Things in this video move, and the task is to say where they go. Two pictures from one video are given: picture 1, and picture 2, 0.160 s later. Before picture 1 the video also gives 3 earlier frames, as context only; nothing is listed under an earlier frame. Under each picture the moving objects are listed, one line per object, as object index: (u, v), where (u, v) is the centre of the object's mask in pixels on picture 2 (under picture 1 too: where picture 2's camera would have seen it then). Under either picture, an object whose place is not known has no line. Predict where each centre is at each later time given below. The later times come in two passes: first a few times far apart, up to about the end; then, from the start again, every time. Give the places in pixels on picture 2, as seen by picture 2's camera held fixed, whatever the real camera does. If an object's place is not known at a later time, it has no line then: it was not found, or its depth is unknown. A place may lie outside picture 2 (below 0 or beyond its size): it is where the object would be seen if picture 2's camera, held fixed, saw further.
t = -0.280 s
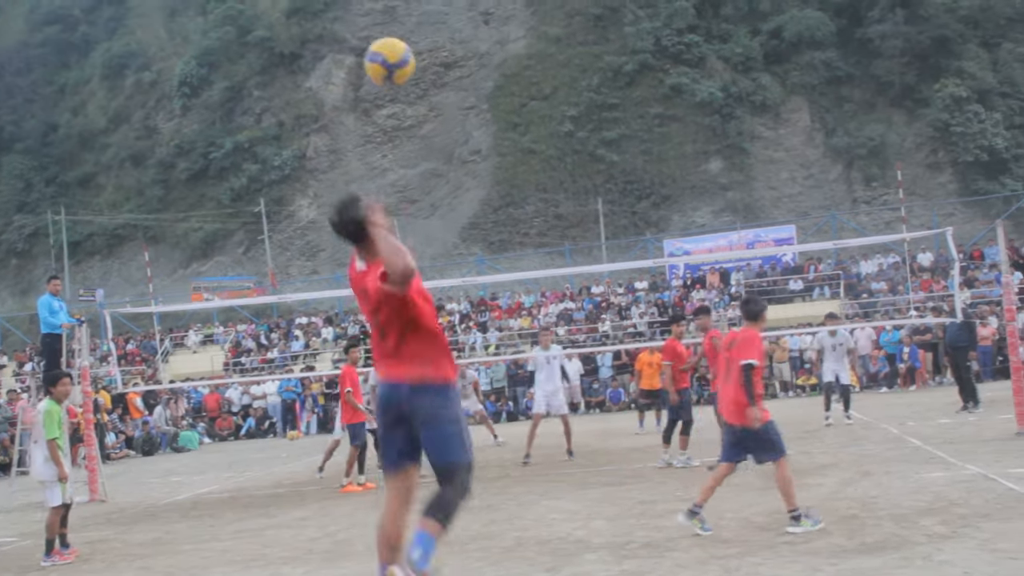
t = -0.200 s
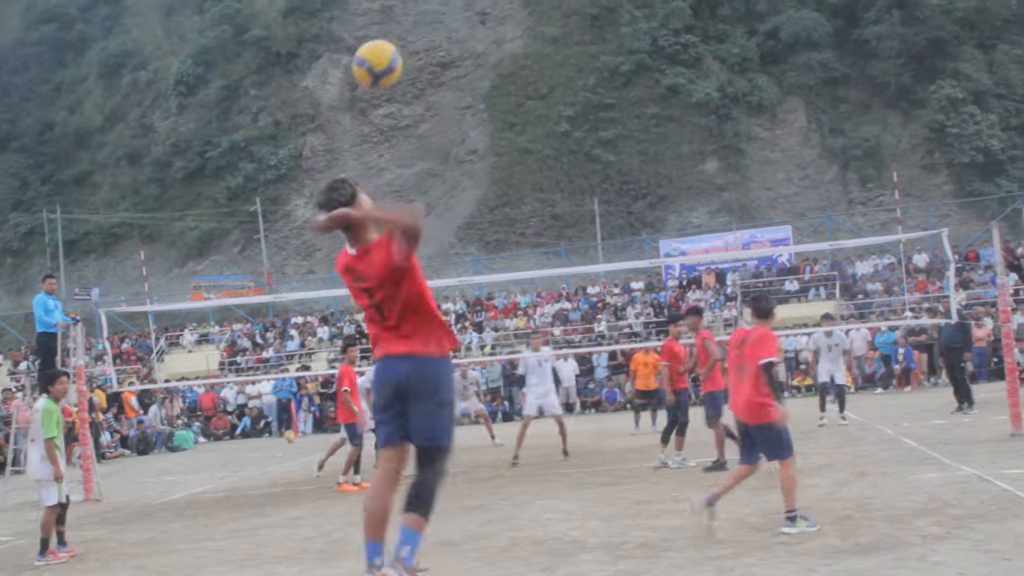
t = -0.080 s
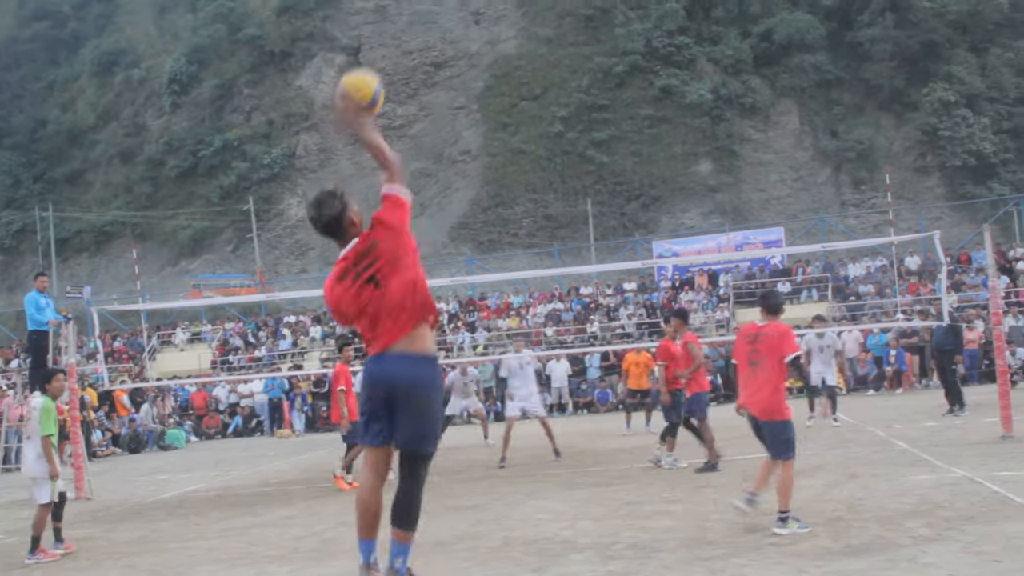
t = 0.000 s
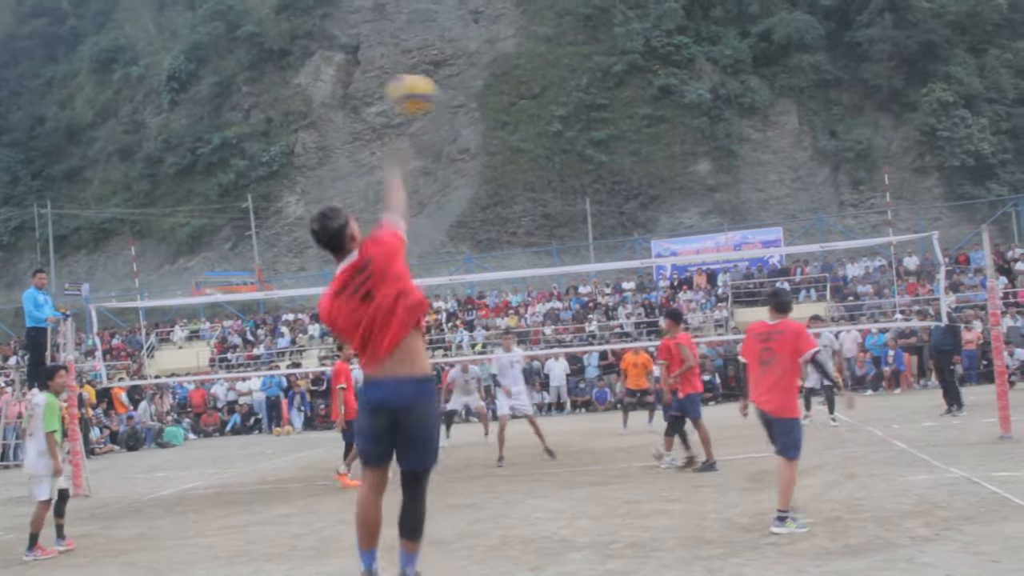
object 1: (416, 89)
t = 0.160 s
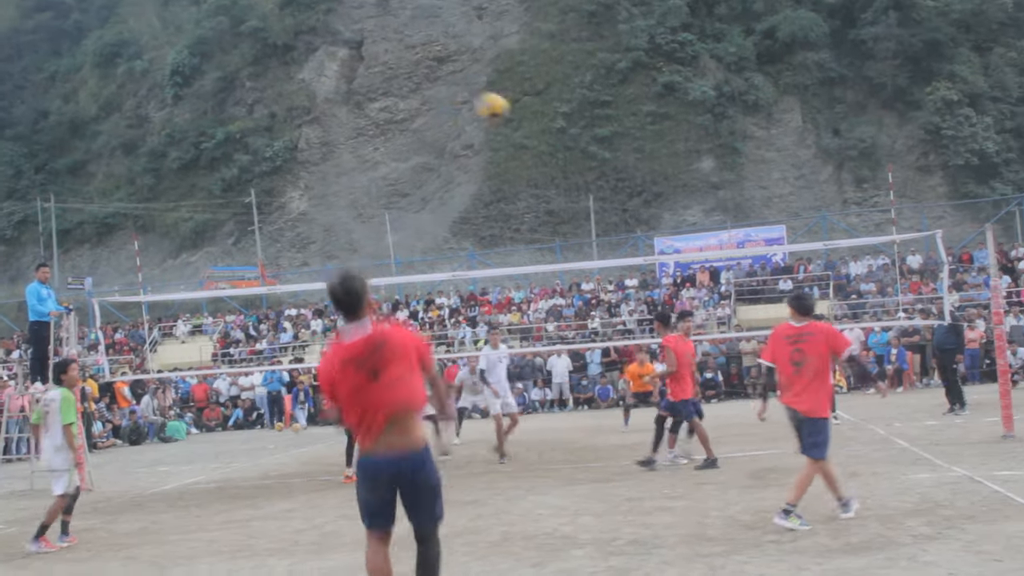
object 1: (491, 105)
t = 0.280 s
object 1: (528, 131)
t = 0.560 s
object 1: (575, 205)
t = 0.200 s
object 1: (504, 114)
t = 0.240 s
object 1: (518, 123)
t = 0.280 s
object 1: (528, 131)
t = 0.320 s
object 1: (537, 140)
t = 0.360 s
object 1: (545, 150)
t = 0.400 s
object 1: (552, 161)
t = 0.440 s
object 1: (558, 173)
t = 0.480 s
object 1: (565, 184)
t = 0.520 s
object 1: (570, 194)
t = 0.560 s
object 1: (575, 205)
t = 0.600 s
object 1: (580, 217)
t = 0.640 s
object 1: (584, 230)
